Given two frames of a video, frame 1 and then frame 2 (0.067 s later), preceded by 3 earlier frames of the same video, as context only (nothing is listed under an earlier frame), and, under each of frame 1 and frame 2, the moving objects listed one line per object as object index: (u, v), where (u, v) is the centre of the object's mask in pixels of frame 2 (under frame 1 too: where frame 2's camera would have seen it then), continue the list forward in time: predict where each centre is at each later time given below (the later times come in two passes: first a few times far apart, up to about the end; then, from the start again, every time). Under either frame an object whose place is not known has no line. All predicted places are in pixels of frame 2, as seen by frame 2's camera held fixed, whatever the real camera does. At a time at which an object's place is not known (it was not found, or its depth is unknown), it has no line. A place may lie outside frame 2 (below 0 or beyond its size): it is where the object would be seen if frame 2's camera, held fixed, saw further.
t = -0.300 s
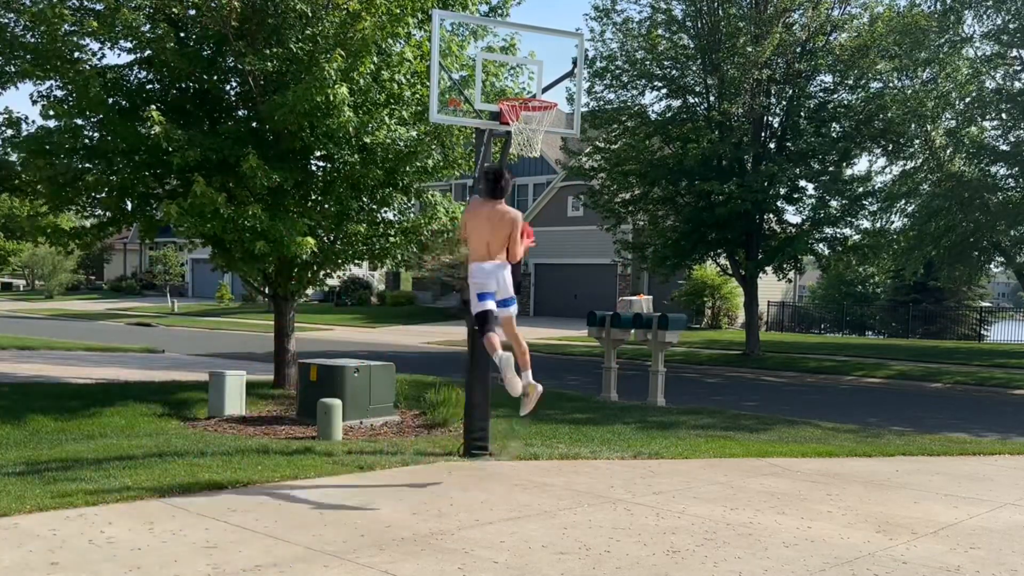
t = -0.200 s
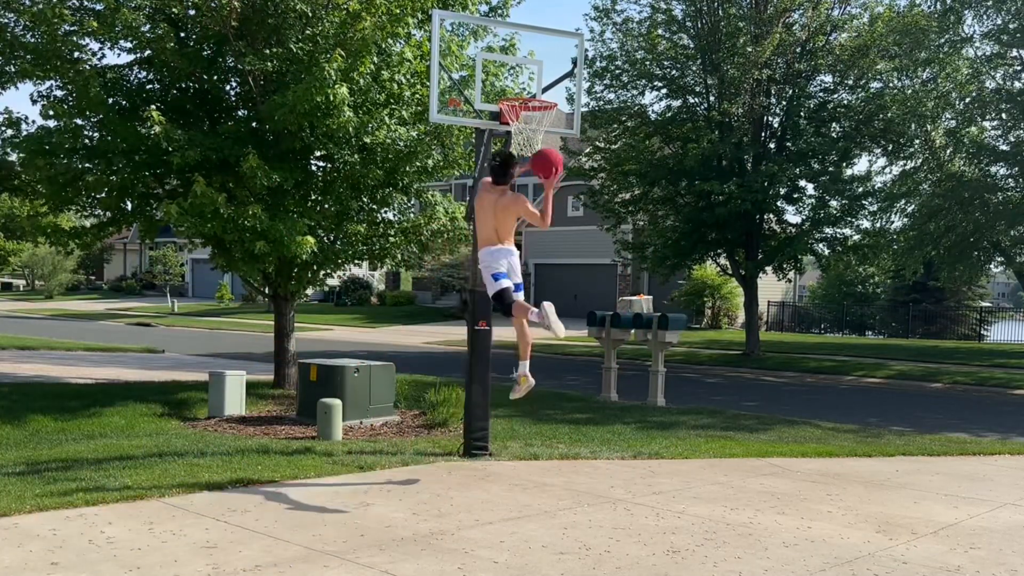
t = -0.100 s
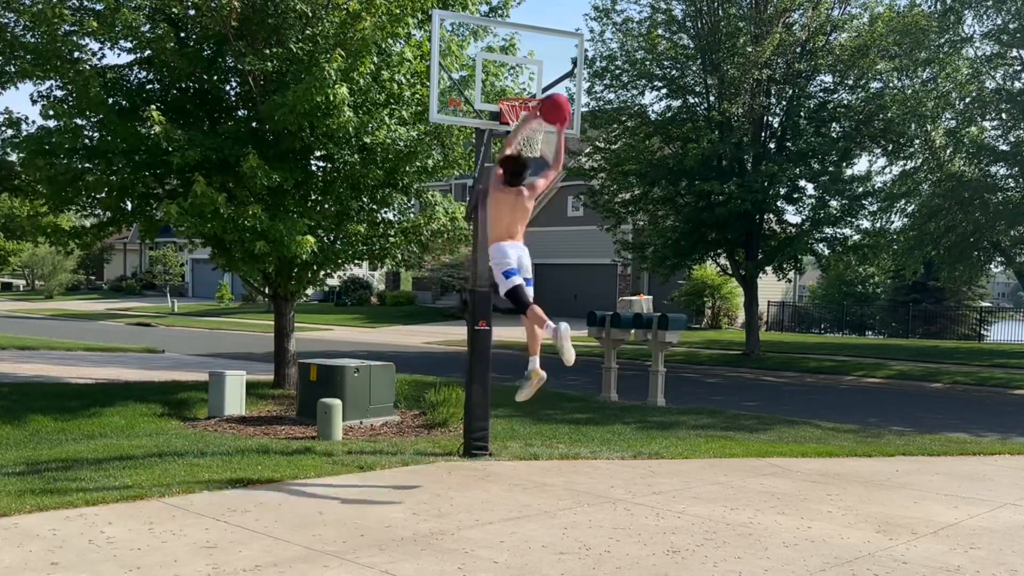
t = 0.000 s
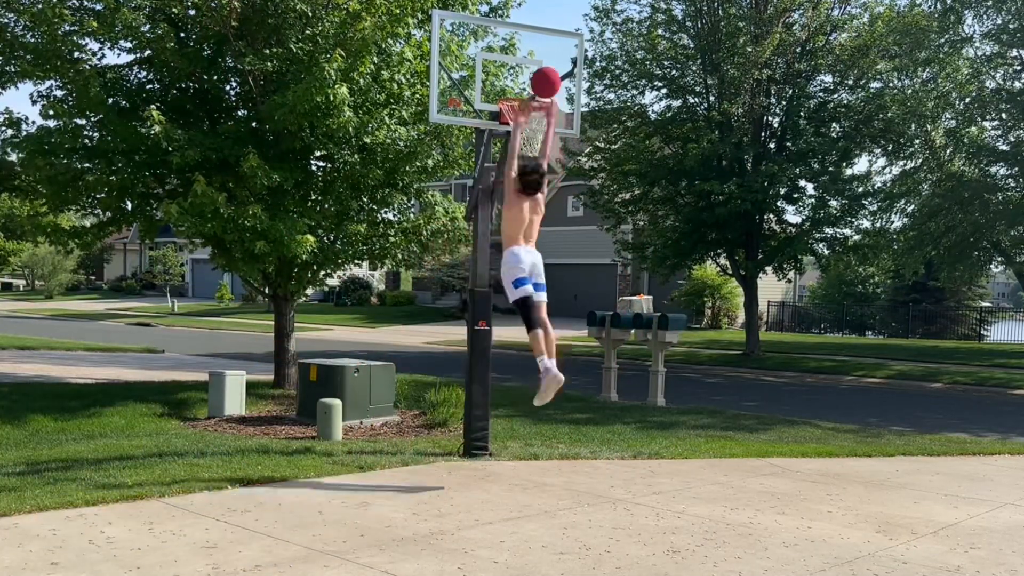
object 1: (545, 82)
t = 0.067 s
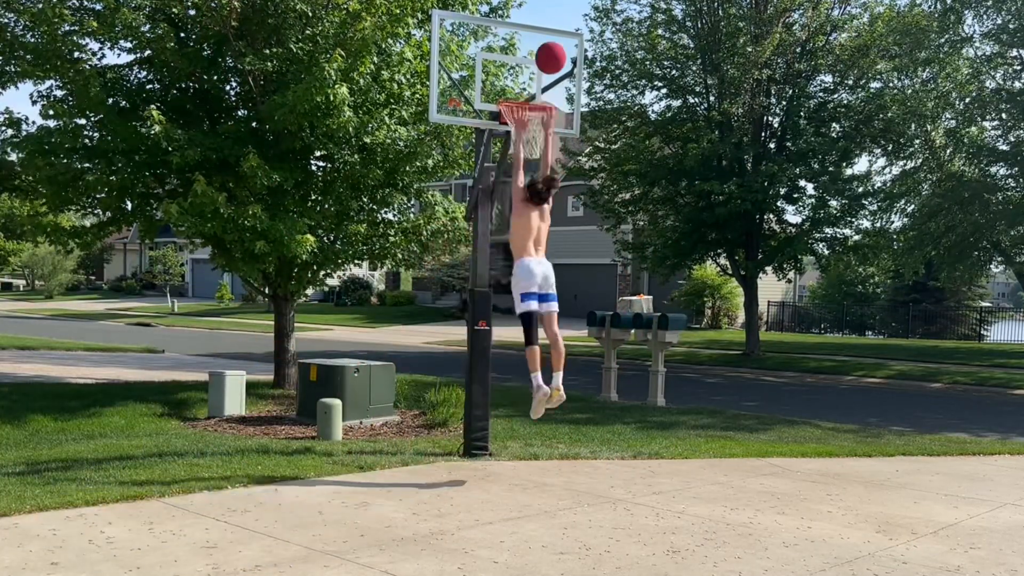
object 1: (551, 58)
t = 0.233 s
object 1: (562, 20)
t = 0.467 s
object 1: (577, 29)
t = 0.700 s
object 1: (589, 117)
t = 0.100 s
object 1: (553, 48)
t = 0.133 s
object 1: (555, 38)
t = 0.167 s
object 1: (558, 31)
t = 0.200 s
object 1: (560, 25)
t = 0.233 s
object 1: (562, 20)
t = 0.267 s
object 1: (564, 17)
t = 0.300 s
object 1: (567, 16)
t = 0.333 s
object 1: (569, 16)
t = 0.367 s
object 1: (571, 17)
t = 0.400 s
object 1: (573, 19)
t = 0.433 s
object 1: (575, 24)
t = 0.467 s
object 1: (577, 29)
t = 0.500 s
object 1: (579, 37)
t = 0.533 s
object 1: (581, 46)
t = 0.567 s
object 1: (582, 57)
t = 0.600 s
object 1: (584, 69)
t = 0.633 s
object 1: (586, 83)
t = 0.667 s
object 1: (588, 100)
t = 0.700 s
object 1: (589, 117)
